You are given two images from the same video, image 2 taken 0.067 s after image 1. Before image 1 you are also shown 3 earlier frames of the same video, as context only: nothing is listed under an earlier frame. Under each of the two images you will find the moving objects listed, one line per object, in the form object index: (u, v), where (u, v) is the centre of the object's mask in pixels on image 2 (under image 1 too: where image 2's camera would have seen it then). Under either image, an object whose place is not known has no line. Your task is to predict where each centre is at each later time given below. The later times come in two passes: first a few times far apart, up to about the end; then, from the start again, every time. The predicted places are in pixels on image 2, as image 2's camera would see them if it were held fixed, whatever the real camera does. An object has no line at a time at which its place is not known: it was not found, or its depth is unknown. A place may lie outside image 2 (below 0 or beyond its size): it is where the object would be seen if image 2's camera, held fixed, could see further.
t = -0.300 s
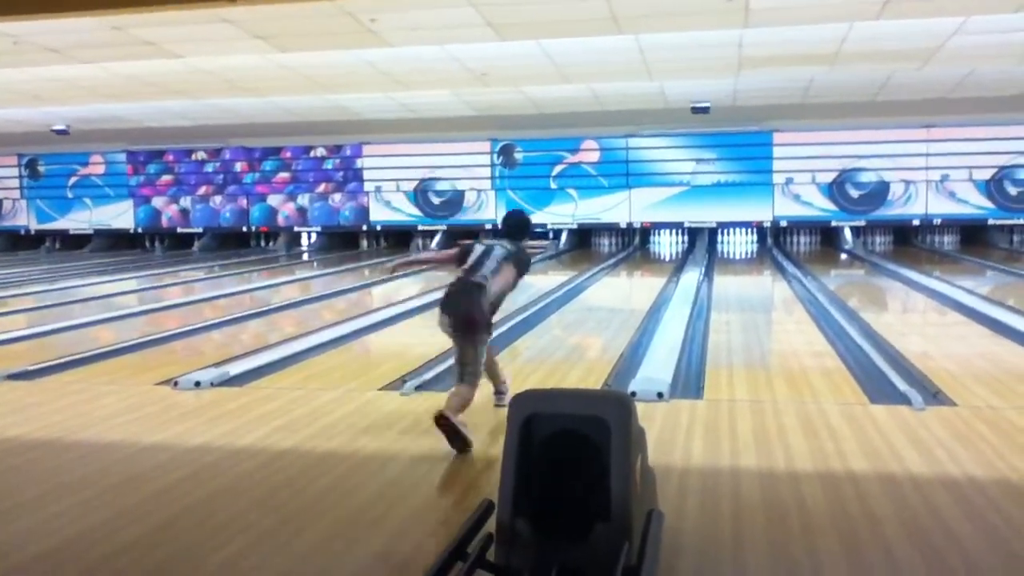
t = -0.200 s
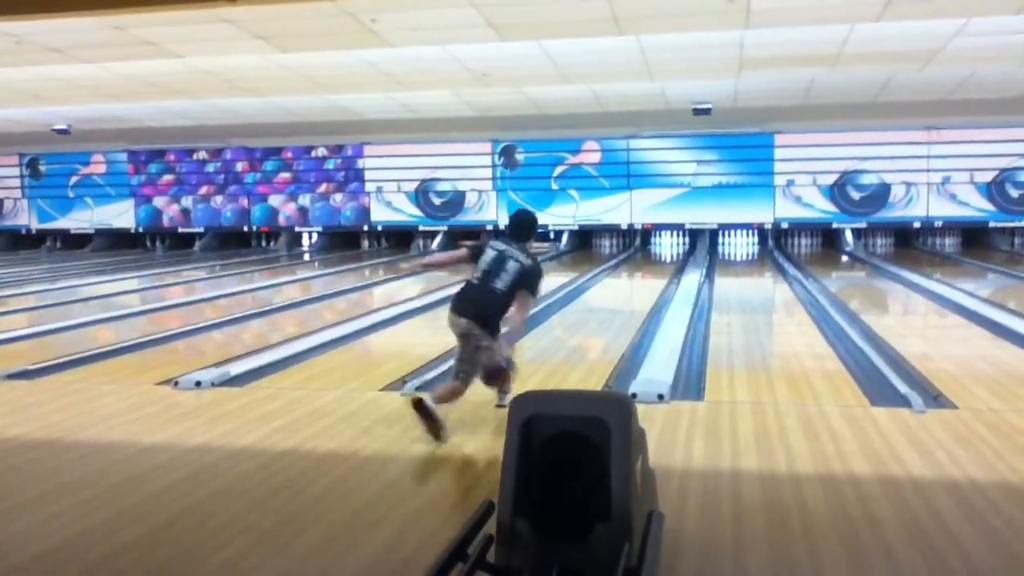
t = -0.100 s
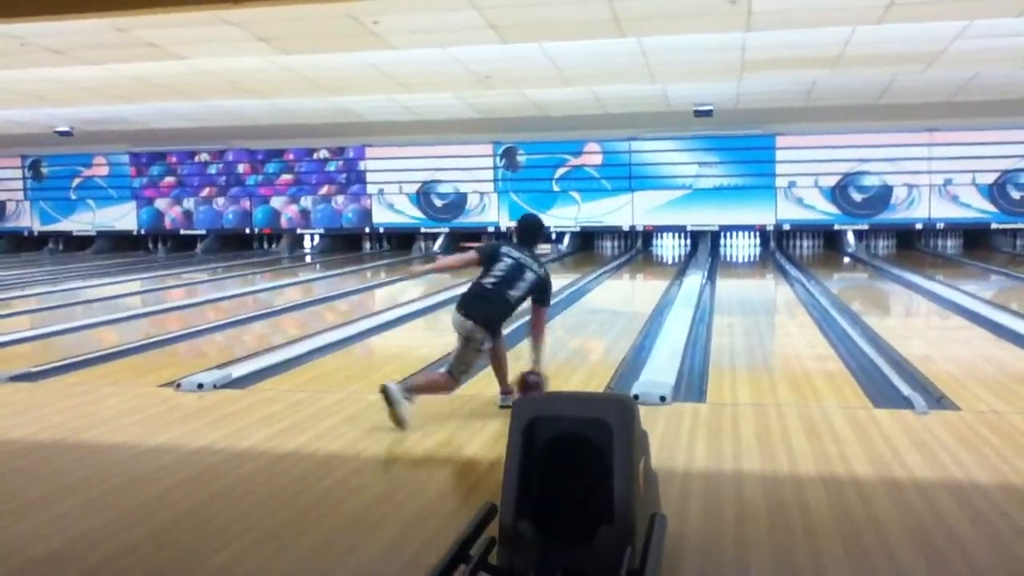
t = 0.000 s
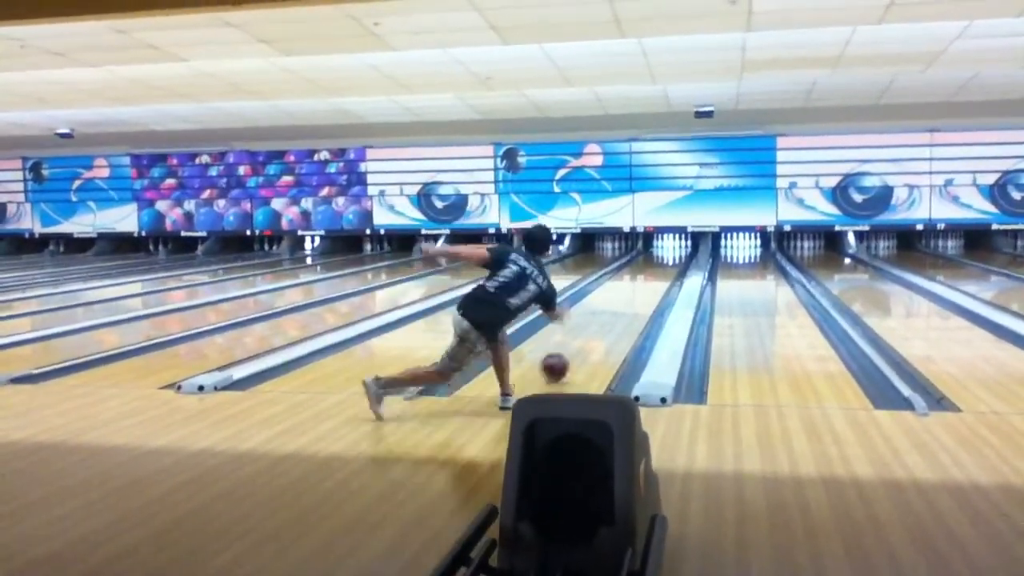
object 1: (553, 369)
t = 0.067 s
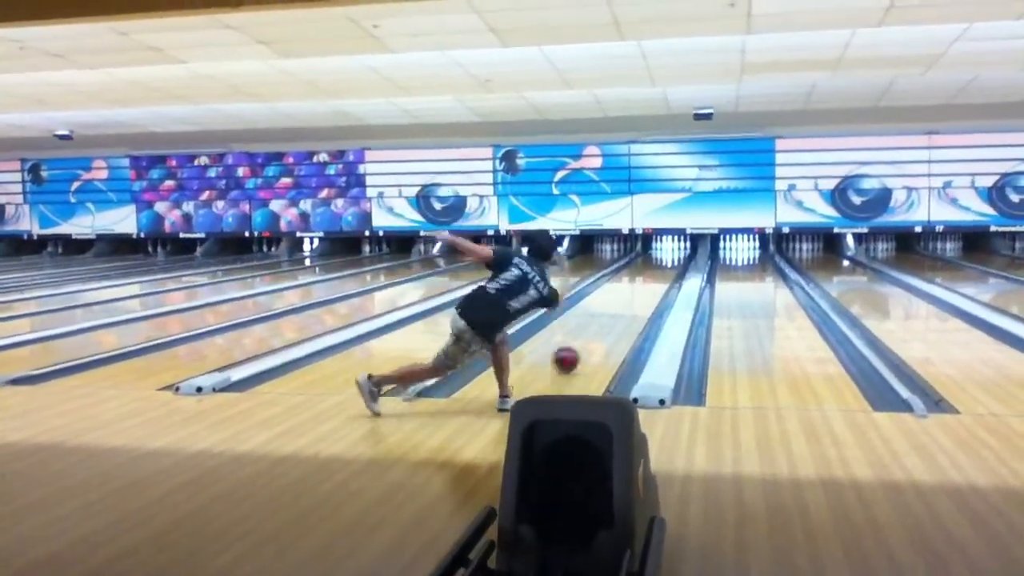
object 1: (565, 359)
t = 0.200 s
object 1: (587, 341)
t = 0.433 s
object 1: (612, 317)
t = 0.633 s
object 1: (629, 302)
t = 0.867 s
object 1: (643, 288)
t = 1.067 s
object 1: (653, 279)
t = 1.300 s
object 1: (660, 273)
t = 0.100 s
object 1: (572, 355)
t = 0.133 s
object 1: (577, 350)
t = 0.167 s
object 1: (582, 345)
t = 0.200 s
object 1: (587, 341)
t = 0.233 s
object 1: (591, 337)
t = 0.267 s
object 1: (595, 333)
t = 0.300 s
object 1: (599, 329)
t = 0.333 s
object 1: (603, 326)
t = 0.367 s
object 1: (606, 323)
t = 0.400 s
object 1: (609, 320)
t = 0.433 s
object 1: (612, 317)
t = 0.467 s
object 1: (616, 314)
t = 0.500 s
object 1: (619, 311)
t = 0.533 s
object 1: (621, 308)
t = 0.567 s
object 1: (624, 306)
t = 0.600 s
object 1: (627, 304)
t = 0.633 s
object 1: (629, 302)
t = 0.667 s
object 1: (631, 300)
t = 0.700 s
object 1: (633, 298)
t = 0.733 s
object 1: (635, 296)
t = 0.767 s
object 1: (638, 294)
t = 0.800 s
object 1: (639, 292)
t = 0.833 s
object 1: (641, 290)
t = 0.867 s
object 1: (643, 288)
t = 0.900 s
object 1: (645, 286)
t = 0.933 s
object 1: (647, 285)
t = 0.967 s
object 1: (648, 283)
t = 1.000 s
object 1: (649, 282)
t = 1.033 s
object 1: (650, 281)
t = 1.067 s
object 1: (653, 279)
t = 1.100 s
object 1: (653, 279)
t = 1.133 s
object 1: (654, 278)
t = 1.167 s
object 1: (656, 278)
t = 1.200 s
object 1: (657, 276)
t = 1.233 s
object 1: (658, 275)
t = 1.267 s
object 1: (659, 273)
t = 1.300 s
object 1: (660, 273)
